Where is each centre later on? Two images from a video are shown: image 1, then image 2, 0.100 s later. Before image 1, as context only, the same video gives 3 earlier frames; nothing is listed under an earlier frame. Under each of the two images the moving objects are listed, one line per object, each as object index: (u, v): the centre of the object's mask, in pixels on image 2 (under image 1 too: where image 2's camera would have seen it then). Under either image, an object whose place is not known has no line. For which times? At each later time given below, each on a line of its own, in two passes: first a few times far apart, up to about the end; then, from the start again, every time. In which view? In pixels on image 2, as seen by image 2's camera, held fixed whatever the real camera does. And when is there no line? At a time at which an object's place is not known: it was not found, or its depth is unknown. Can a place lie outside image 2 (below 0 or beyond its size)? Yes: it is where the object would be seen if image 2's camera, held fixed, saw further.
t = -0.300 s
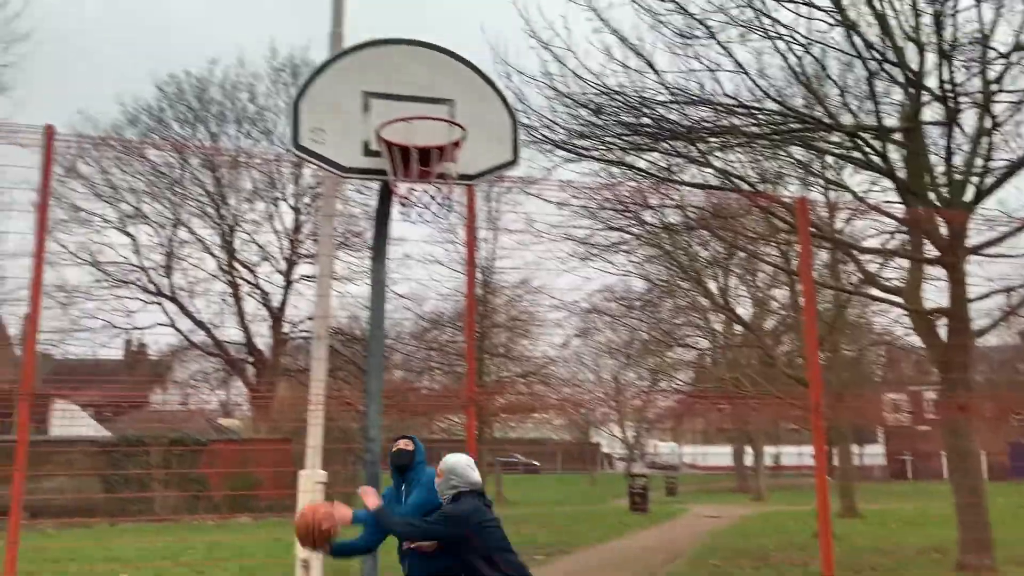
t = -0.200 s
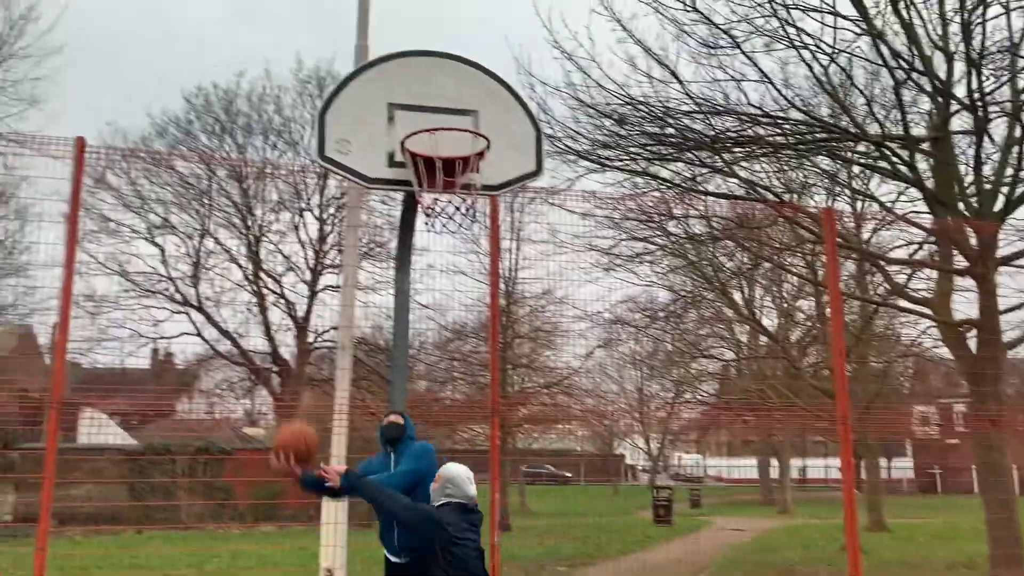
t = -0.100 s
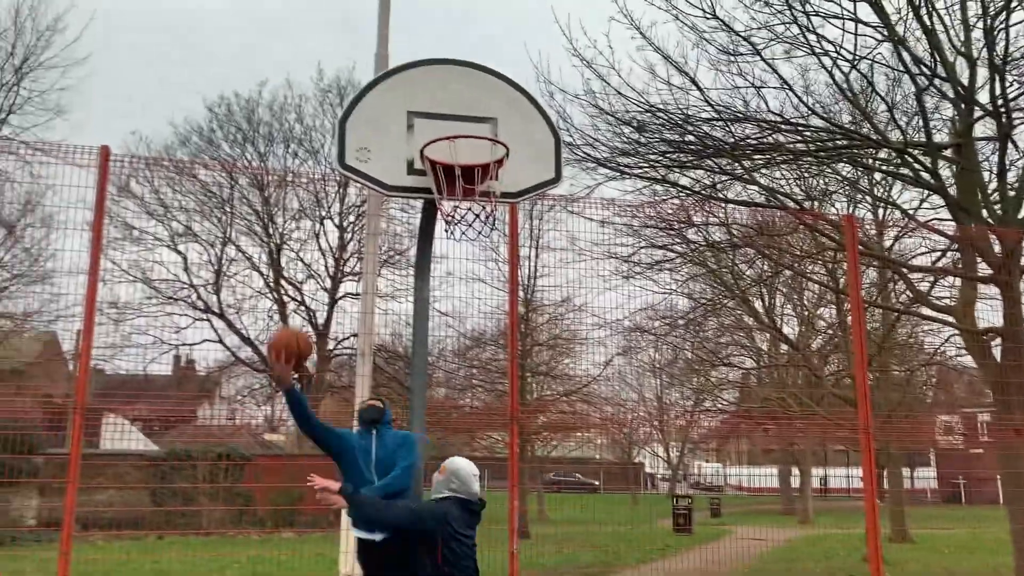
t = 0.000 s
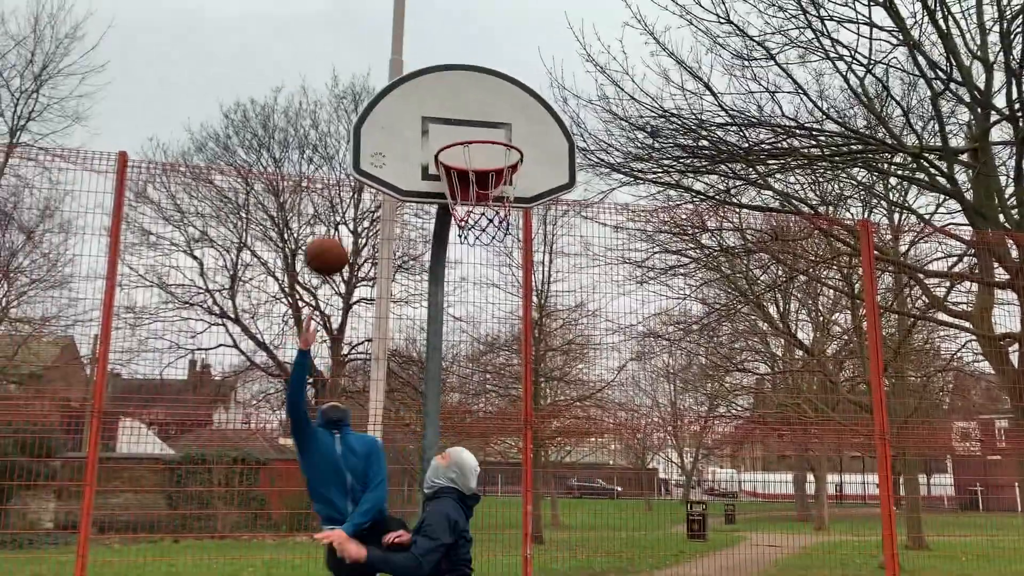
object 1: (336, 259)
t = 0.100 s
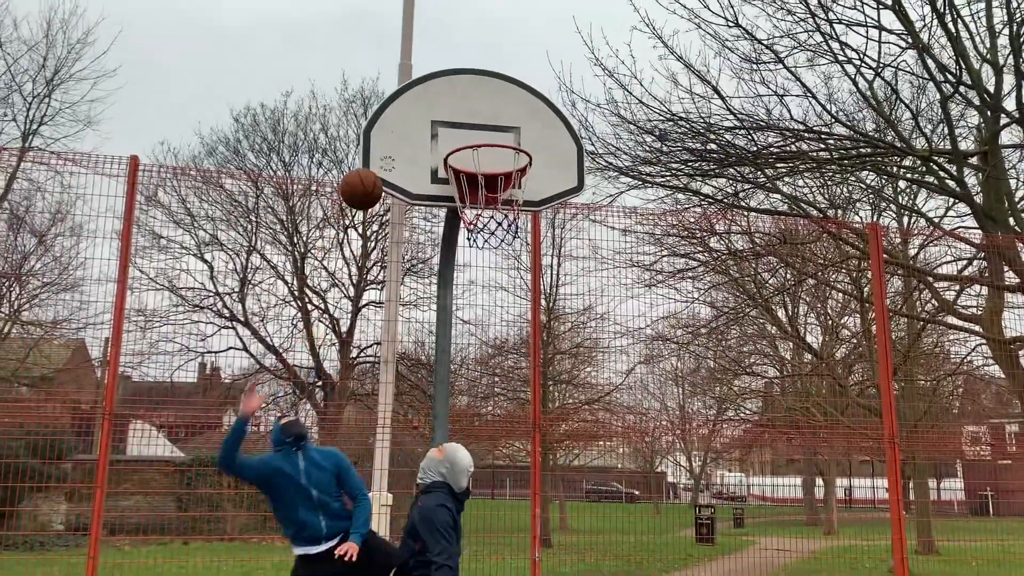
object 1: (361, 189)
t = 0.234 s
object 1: (349, 207)
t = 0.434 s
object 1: (325, 311)
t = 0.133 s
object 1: (358, 190)
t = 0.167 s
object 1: (355, 194)
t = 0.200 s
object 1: (352, 199)
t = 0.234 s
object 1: (349, 207)
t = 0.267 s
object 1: (346, 217)
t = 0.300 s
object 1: (342, 230)
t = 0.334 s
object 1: (338, 246)
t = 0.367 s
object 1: (335, 264)
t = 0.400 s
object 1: (329, 286)
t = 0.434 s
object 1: (325, 311)
